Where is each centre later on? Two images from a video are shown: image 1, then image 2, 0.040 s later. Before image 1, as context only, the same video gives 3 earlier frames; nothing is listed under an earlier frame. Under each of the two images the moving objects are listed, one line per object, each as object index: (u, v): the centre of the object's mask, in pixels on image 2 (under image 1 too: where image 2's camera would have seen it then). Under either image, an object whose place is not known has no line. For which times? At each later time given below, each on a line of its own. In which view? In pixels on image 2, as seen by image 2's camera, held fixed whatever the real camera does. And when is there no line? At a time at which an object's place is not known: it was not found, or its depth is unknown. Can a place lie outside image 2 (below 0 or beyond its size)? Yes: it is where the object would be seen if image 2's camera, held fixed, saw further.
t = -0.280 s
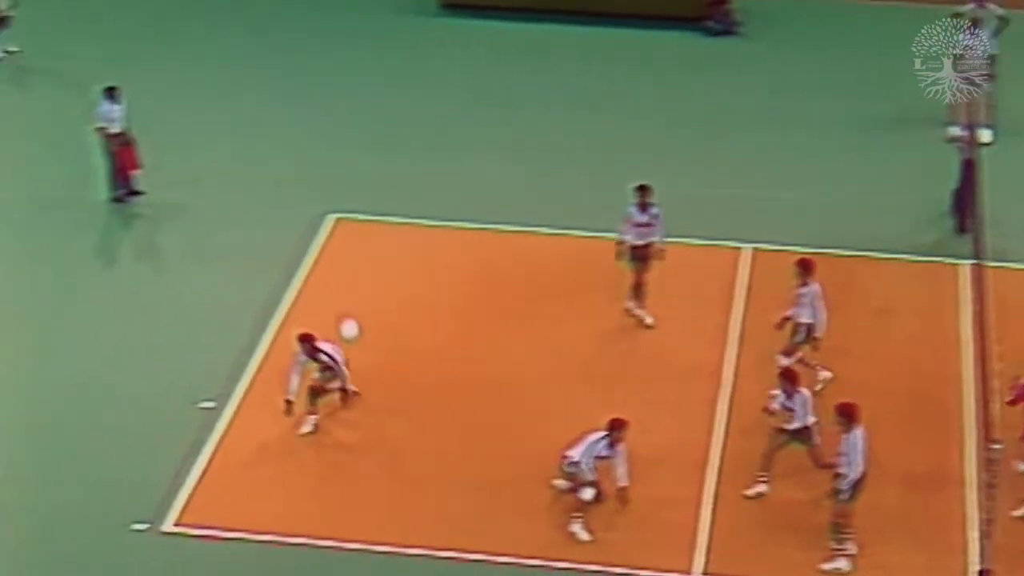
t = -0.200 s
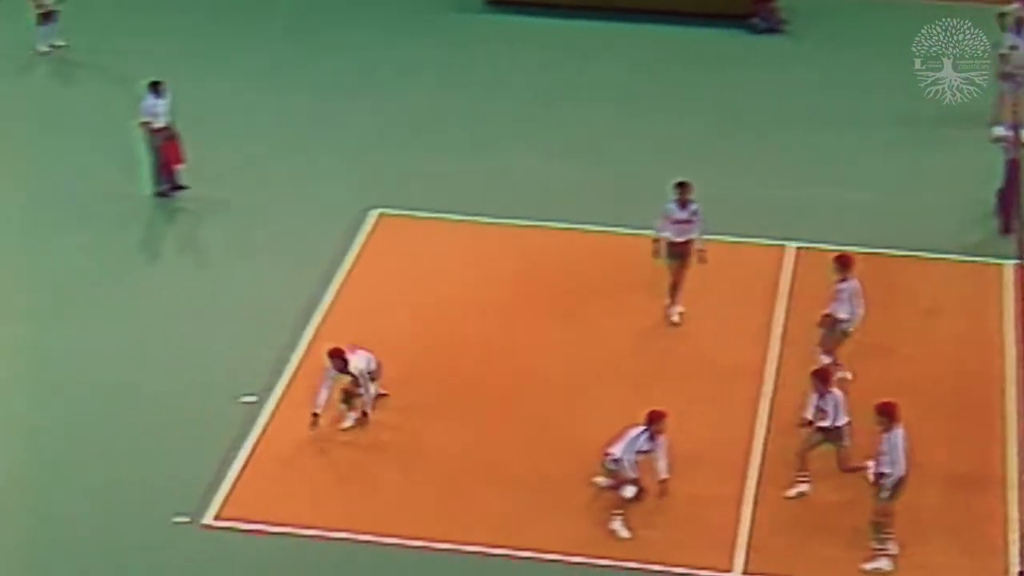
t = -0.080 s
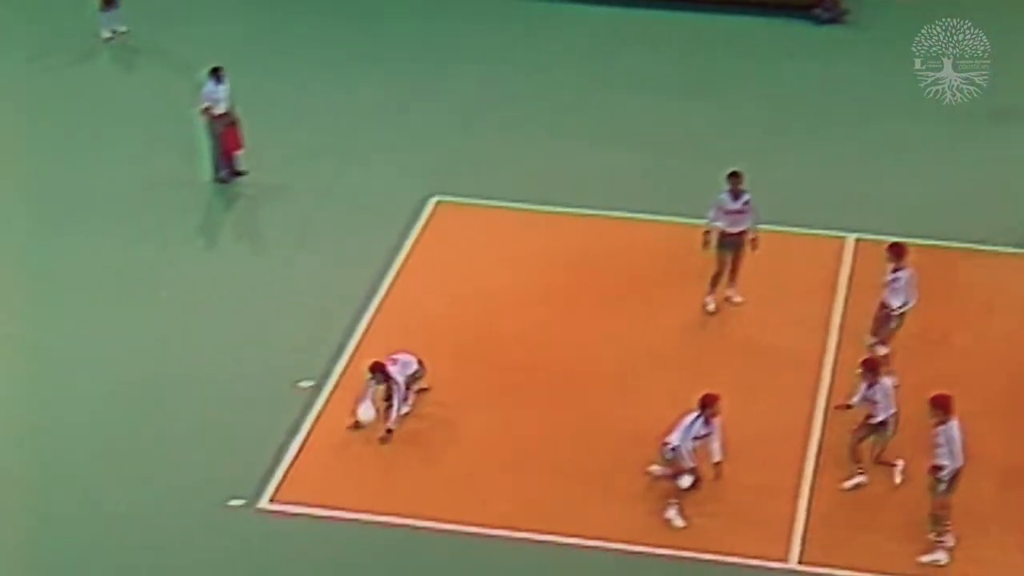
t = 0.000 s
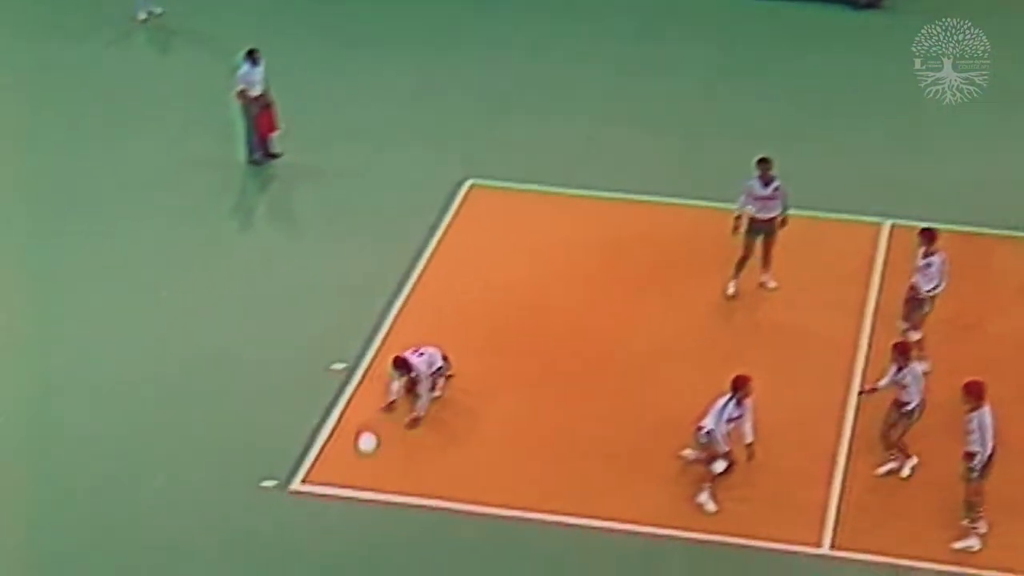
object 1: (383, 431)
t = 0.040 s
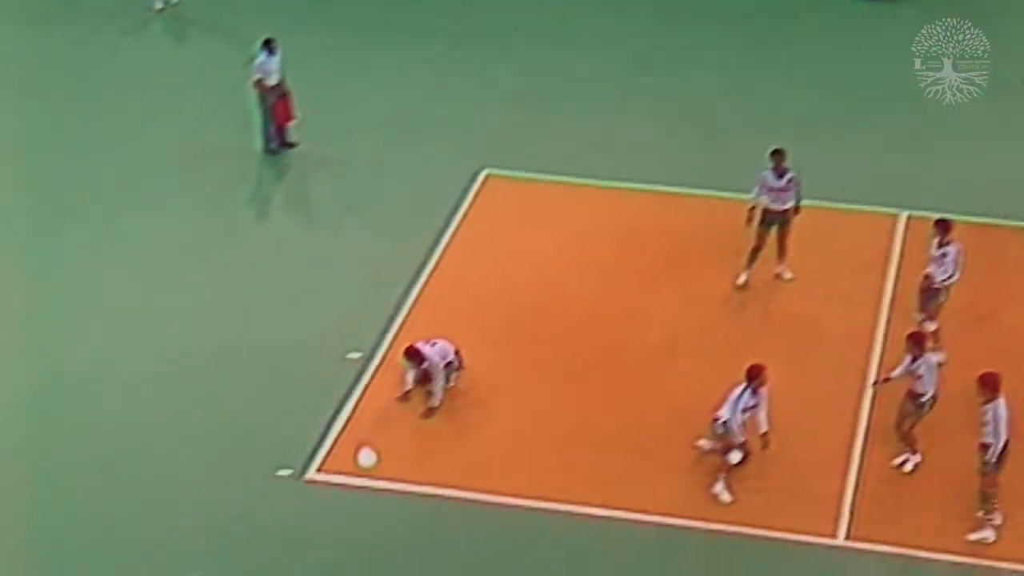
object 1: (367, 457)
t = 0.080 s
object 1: (353, 484)
